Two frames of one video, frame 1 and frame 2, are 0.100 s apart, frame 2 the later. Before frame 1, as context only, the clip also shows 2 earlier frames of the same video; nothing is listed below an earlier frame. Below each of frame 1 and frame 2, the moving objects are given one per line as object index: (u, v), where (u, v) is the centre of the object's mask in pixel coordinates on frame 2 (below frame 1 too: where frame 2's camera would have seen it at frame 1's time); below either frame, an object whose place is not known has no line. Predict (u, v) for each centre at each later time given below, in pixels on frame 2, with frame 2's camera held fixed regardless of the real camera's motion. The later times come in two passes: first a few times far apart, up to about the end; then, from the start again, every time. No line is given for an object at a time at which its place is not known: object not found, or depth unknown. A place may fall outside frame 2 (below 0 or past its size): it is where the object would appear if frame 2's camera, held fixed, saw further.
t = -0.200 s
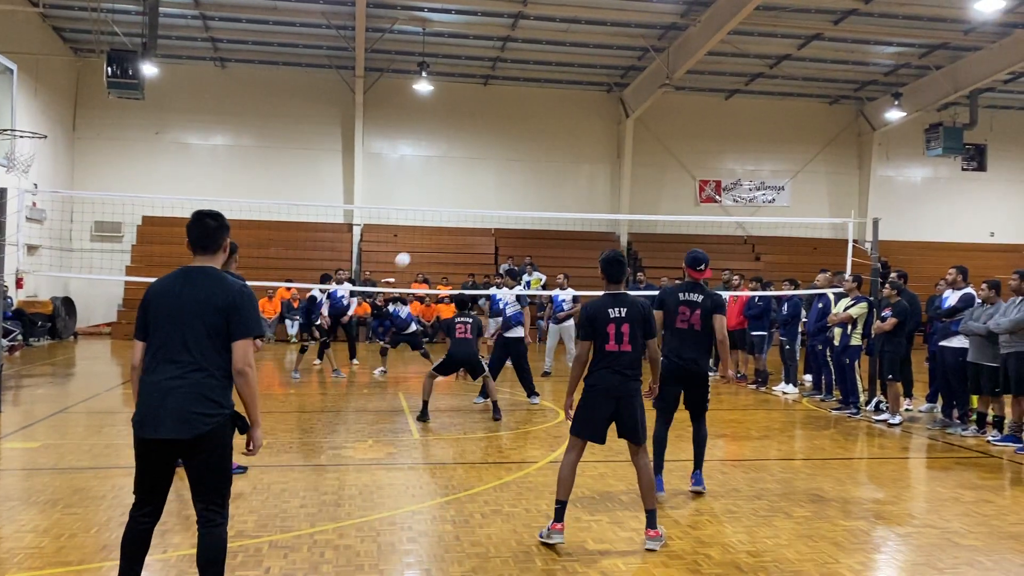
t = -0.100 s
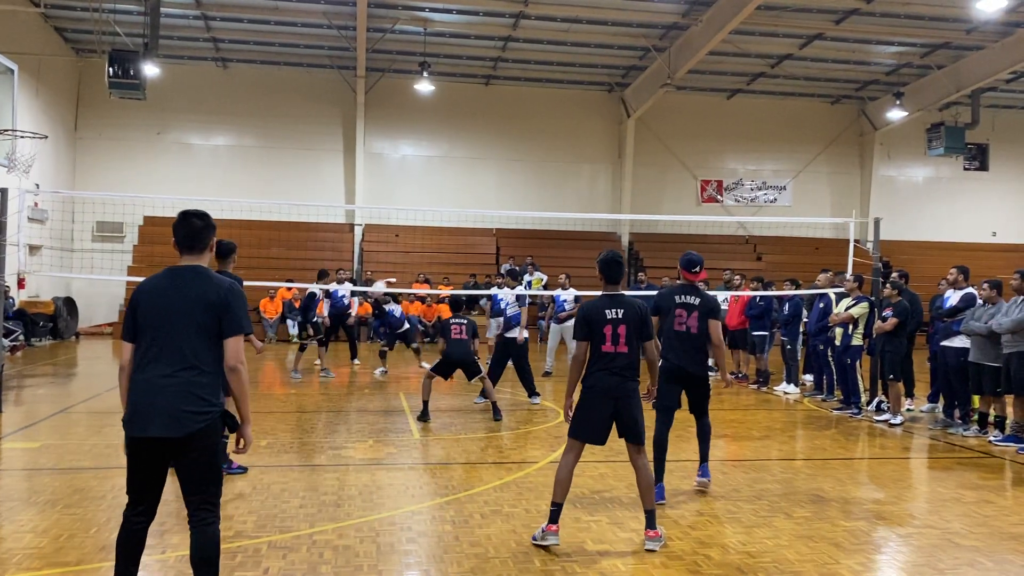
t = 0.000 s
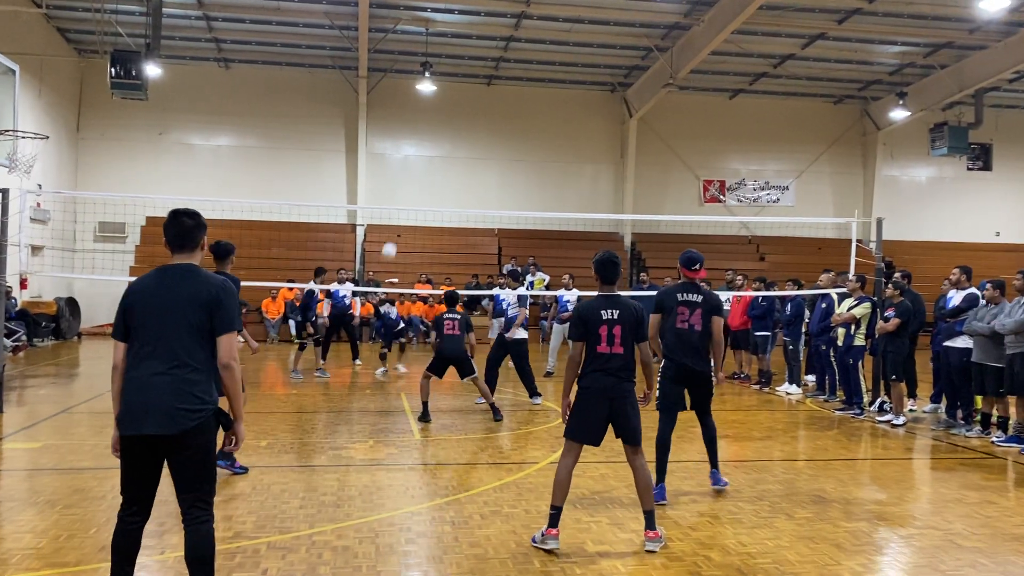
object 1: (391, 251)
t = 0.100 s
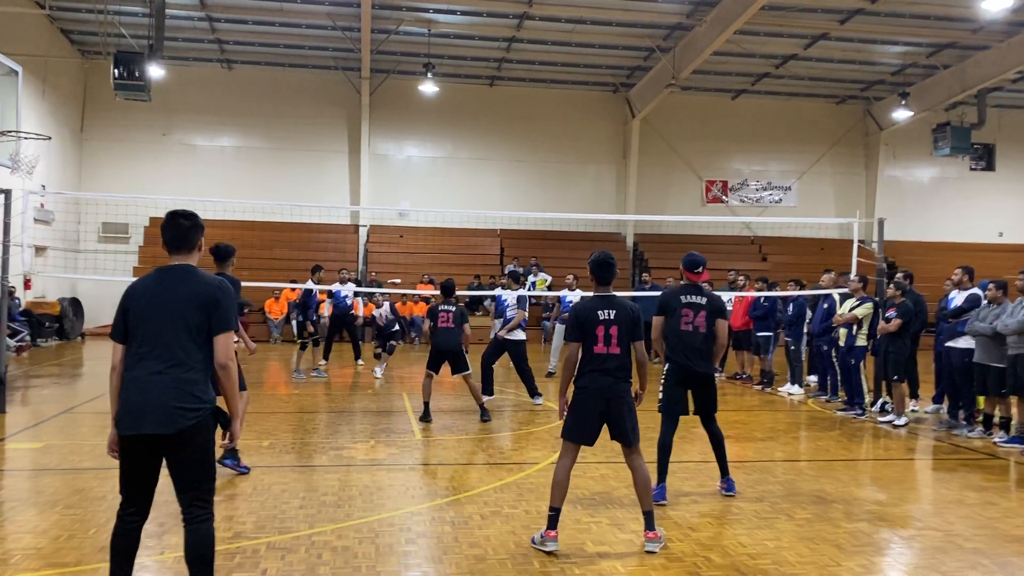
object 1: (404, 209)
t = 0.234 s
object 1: (422, 161)
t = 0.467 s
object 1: (462, 84)
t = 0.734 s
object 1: (523, 38)
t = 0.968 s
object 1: (599, 56)
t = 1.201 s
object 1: (704, 171)
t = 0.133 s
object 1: (408, 196)
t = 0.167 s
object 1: (413, 182)
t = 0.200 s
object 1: (417, 170)
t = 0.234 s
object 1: (422, 161)
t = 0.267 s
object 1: (427, 145)
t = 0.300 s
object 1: (432, 134)
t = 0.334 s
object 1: (438, 122)
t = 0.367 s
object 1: (443, 112)
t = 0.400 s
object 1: (449, 102)
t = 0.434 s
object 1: (455, 93)
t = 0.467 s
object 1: (462, 84)
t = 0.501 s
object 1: (469, 75)
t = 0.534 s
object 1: (475, 67)
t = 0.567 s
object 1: (483, 60)
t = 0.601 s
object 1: (490, 54)
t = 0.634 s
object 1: (498, 49)
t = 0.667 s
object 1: (506, 44)
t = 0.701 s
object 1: (515, 40)
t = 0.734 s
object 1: (523, 38)
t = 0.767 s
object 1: (533, 36)
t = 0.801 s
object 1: (543, 36)
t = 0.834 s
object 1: (553, 37)
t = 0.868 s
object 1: (564, 39)
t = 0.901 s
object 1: (575, 43)
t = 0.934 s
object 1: (586, 48)
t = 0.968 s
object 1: (599, 56)
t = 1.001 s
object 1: (612, 65)
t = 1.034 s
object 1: (625, 77)
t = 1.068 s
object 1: (640, 90)
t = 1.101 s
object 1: (655, 107)
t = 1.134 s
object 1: (671, 125)
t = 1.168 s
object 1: (687, 147)
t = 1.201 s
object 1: (704, 171)
